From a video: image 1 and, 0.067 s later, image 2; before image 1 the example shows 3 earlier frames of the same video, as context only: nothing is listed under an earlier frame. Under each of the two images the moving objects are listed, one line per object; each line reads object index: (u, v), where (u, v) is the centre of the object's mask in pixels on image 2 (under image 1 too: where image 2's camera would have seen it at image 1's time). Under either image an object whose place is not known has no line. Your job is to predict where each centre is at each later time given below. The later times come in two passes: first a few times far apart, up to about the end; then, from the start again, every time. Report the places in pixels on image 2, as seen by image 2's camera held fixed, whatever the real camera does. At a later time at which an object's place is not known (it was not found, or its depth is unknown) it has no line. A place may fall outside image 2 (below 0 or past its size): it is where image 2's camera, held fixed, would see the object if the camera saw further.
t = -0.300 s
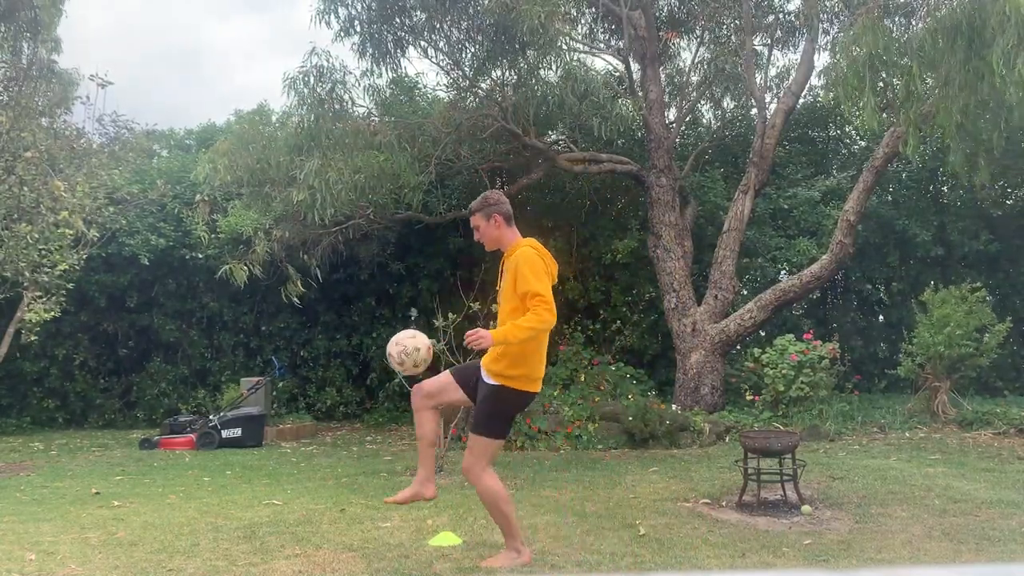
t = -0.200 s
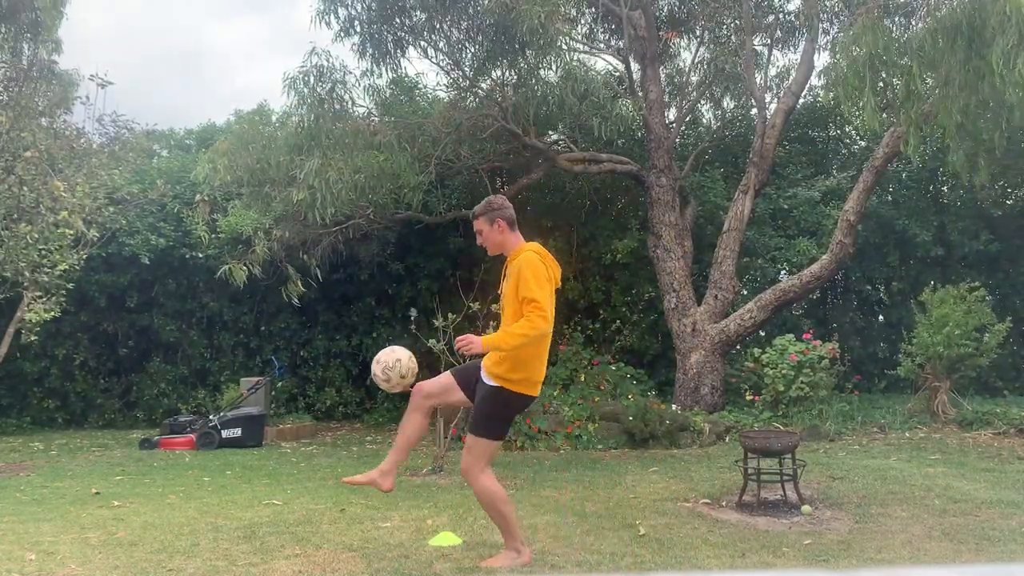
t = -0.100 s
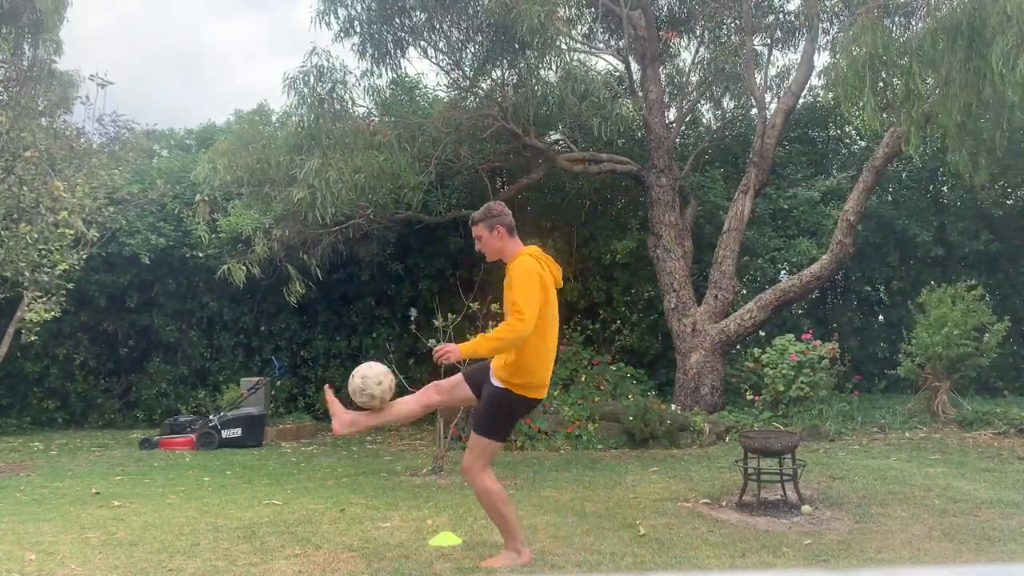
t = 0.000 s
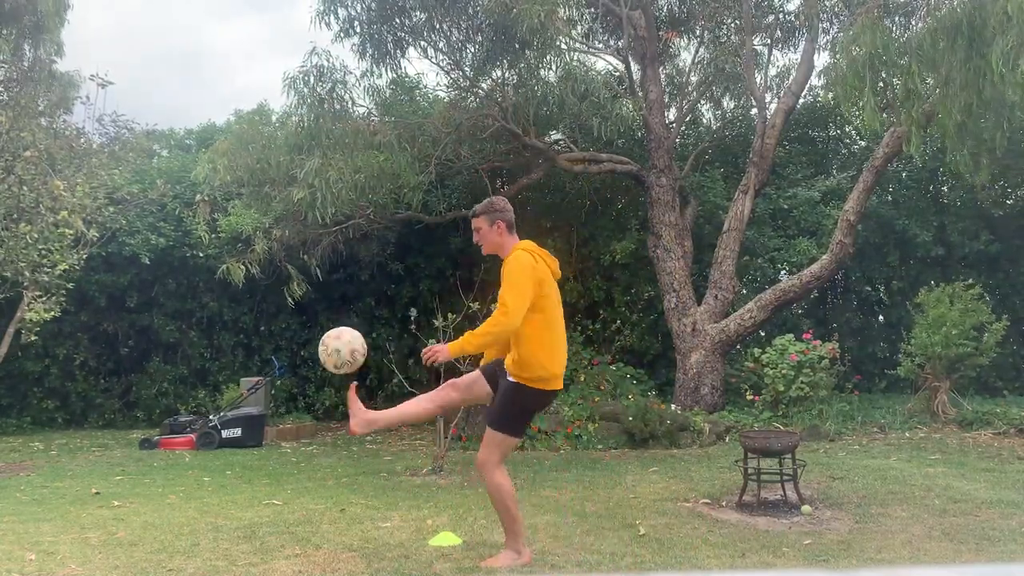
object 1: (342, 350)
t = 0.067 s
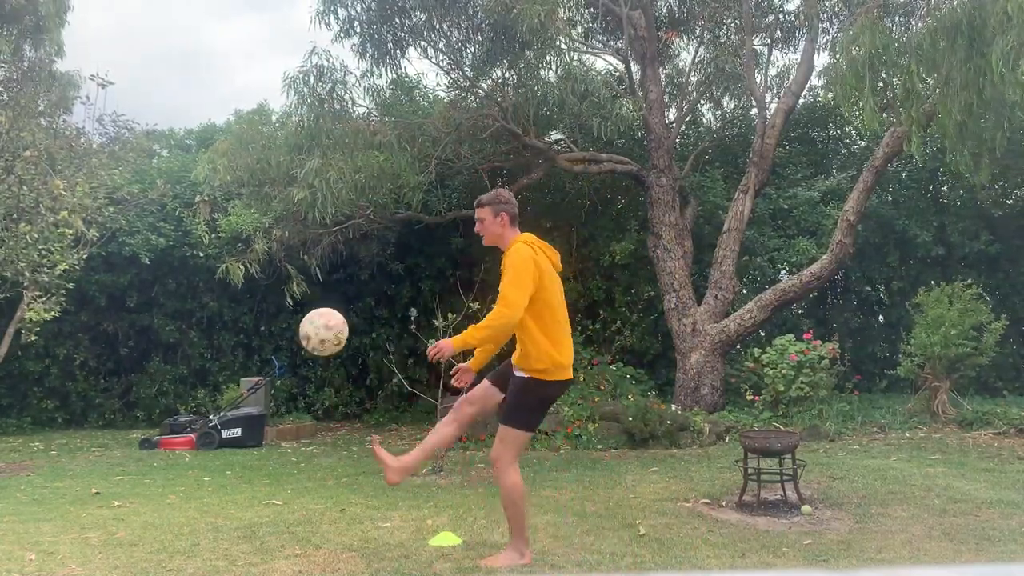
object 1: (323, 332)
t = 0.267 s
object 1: (263, 334)
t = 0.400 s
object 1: (219, 386)
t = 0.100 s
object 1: (314, 326)
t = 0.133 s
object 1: (304, 322)
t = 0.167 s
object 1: (293, 321)
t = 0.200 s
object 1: (283, 323)
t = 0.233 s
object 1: (273, 327)
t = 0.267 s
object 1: (263, 334)
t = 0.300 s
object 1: (253, 343)
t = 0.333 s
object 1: (242, 354)
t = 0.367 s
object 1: (231, 369)
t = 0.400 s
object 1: (219, 386)
